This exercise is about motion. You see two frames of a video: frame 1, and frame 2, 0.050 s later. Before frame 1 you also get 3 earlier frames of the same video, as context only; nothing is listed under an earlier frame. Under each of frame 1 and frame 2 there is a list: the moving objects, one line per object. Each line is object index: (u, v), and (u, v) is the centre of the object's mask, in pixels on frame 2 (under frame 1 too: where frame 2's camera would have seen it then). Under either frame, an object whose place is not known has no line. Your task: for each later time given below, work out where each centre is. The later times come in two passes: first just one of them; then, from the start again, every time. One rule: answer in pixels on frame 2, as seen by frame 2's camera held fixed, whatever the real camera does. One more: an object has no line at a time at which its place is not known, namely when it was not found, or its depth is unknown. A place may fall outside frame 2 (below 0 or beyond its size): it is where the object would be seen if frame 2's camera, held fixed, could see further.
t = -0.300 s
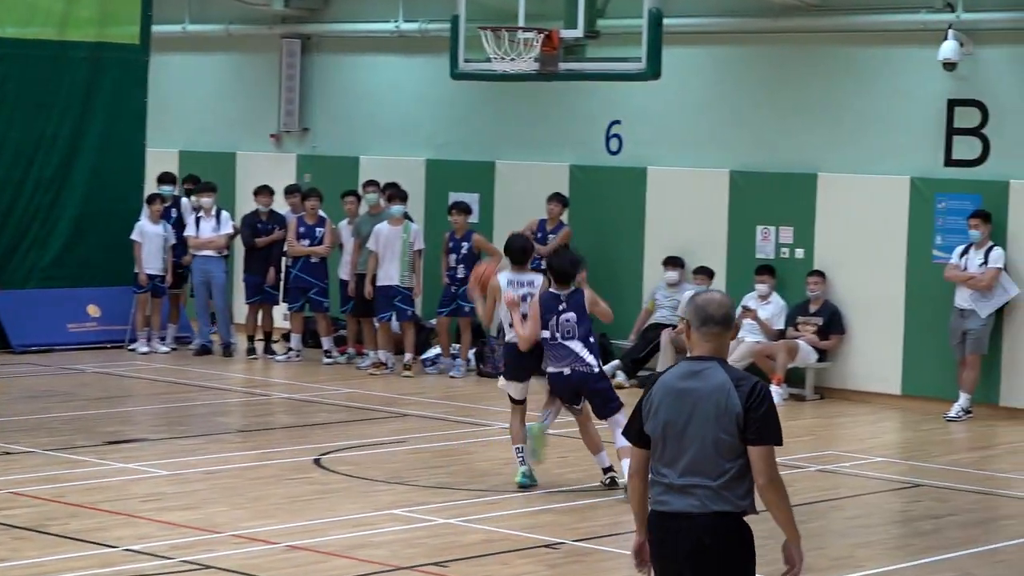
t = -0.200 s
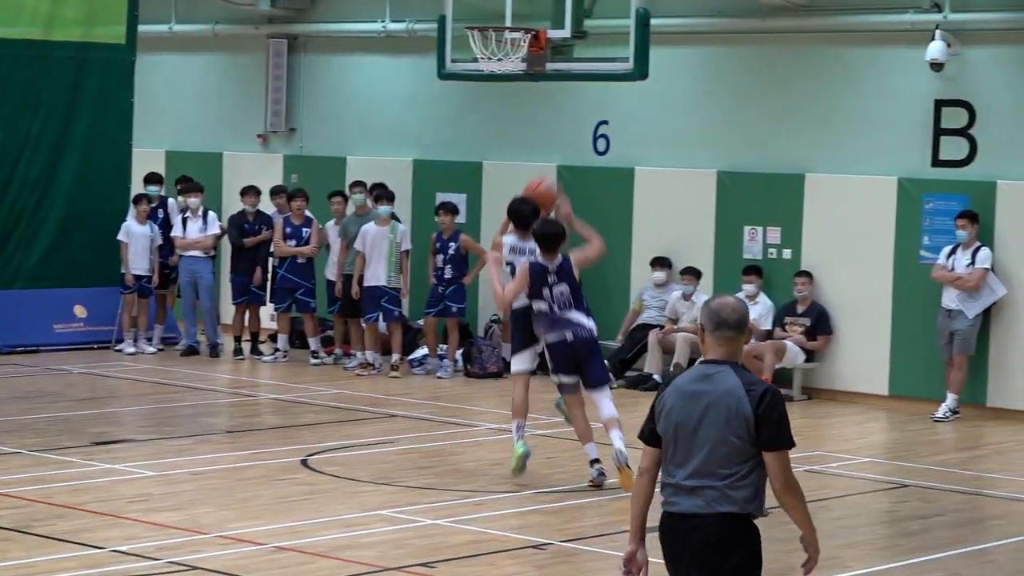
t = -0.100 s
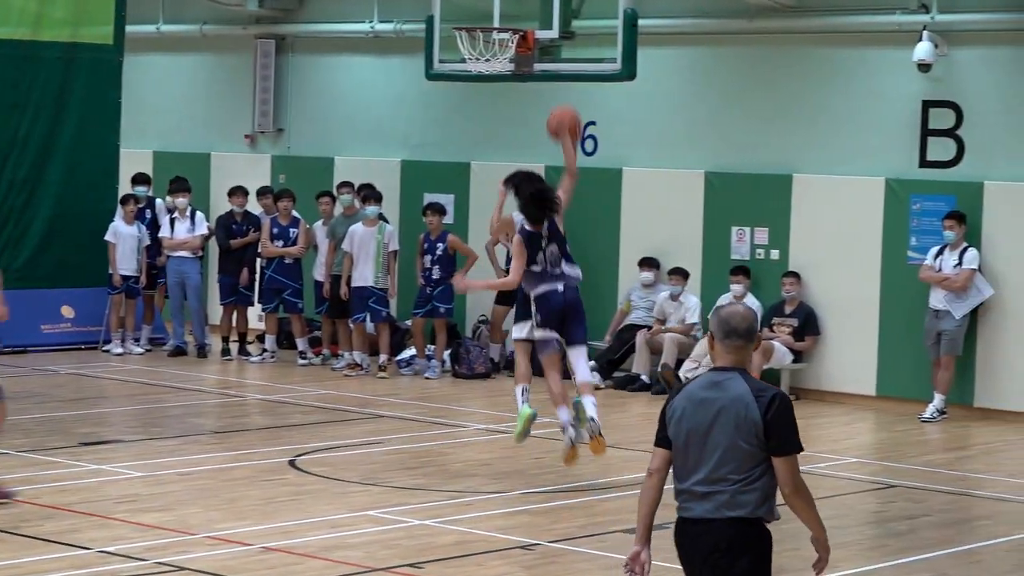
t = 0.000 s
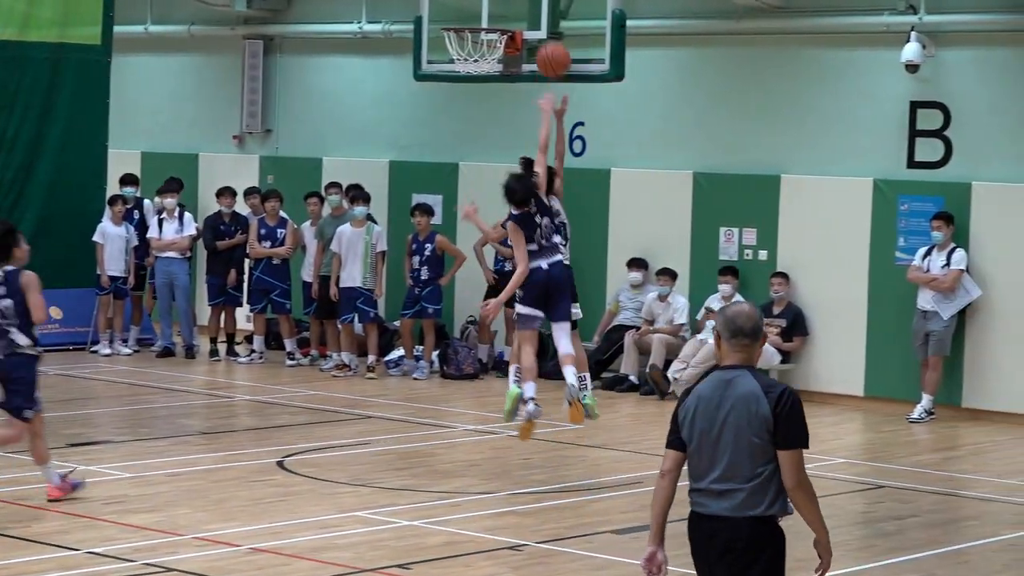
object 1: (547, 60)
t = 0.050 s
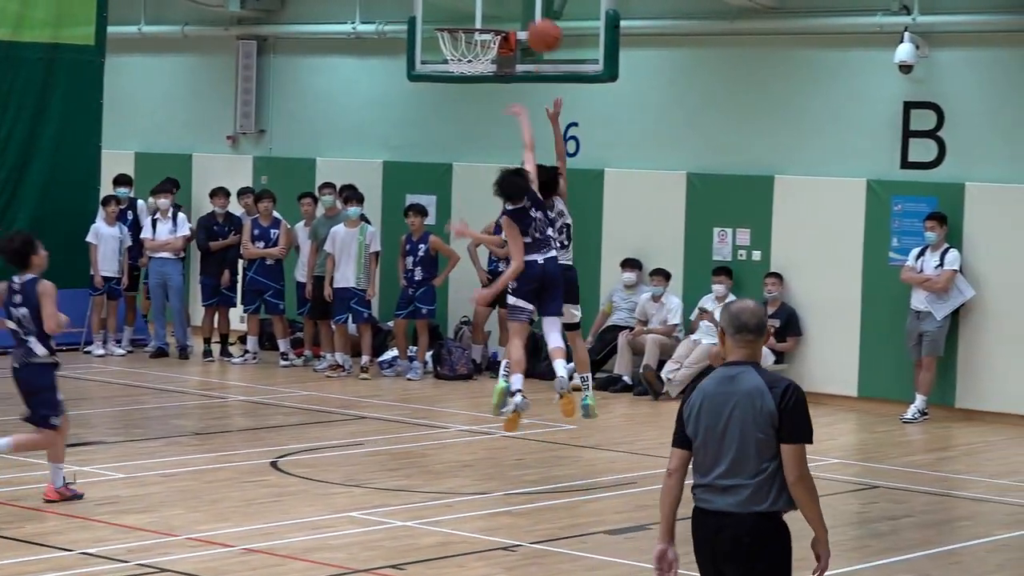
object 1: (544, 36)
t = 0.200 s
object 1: (508, 8)
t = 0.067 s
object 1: (540, 31)
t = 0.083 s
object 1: (537, 26)
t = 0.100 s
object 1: (533, 21)
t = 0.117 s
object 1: (528, 16)
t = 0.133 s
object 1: (524, 14)
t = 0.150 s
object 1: (520, 12)
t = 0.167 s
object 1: (516, 11)
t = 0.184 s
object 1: (513, 9)
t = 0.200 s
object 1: (508, 8)
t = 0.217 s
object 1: (505, 7)
